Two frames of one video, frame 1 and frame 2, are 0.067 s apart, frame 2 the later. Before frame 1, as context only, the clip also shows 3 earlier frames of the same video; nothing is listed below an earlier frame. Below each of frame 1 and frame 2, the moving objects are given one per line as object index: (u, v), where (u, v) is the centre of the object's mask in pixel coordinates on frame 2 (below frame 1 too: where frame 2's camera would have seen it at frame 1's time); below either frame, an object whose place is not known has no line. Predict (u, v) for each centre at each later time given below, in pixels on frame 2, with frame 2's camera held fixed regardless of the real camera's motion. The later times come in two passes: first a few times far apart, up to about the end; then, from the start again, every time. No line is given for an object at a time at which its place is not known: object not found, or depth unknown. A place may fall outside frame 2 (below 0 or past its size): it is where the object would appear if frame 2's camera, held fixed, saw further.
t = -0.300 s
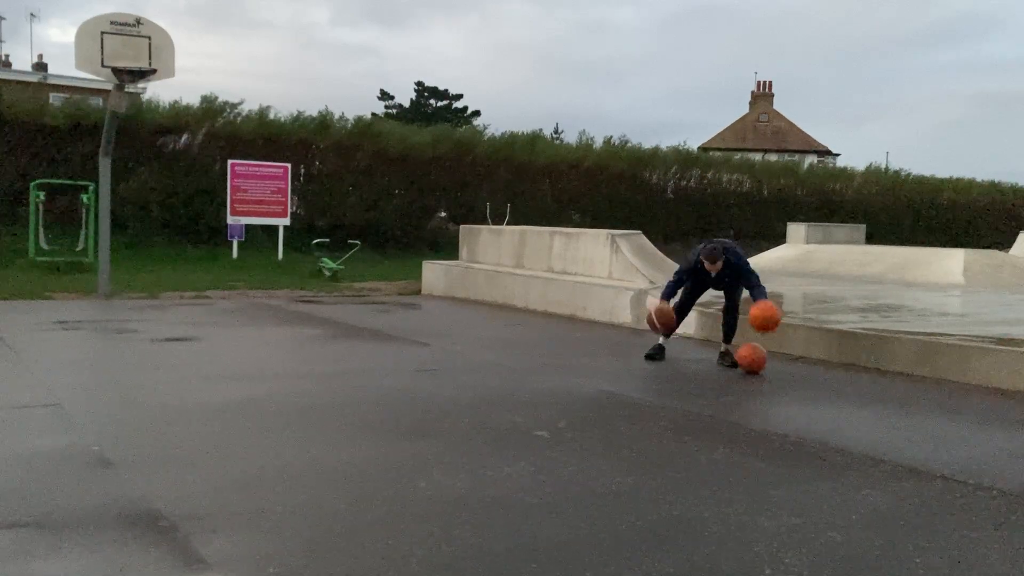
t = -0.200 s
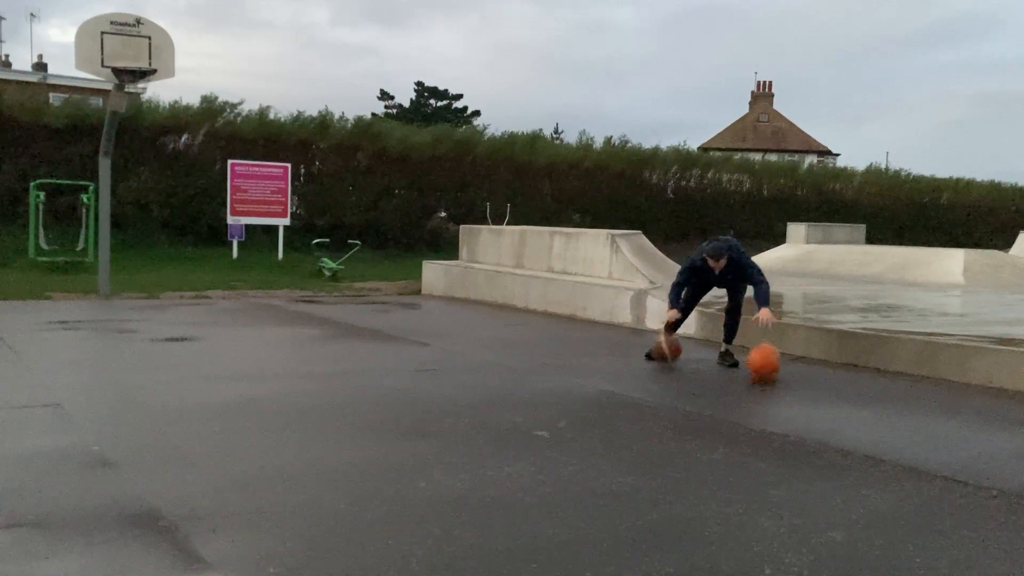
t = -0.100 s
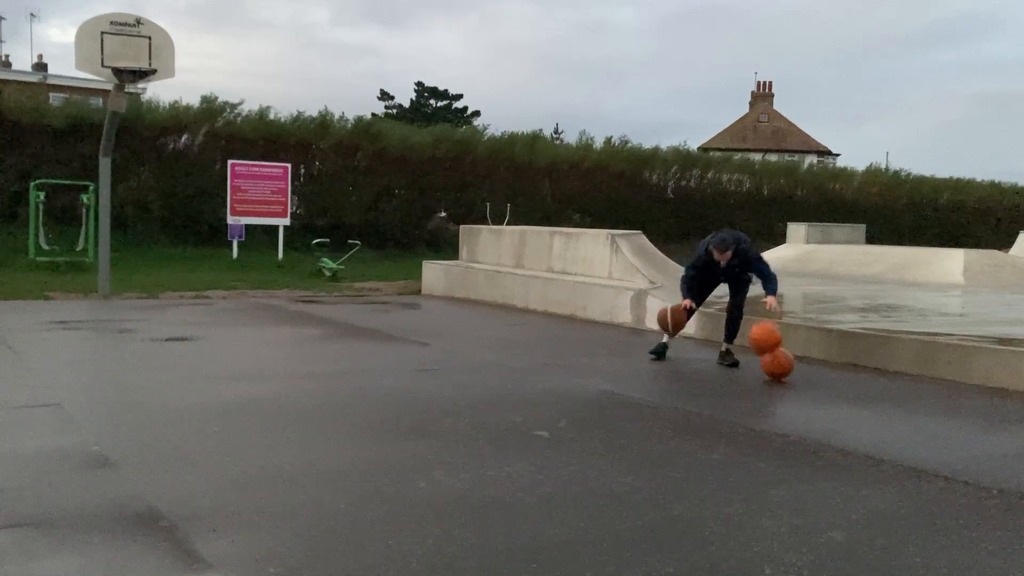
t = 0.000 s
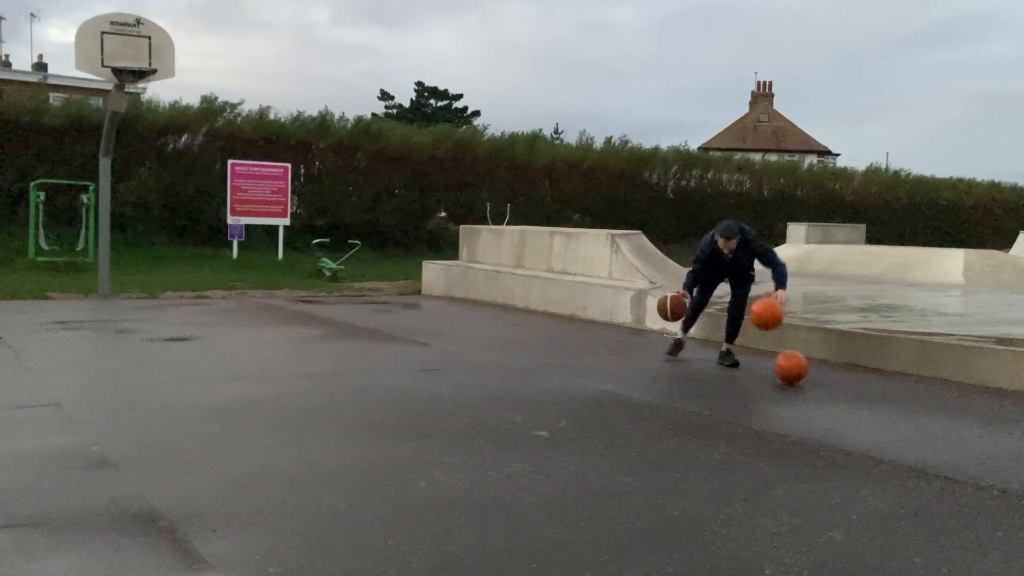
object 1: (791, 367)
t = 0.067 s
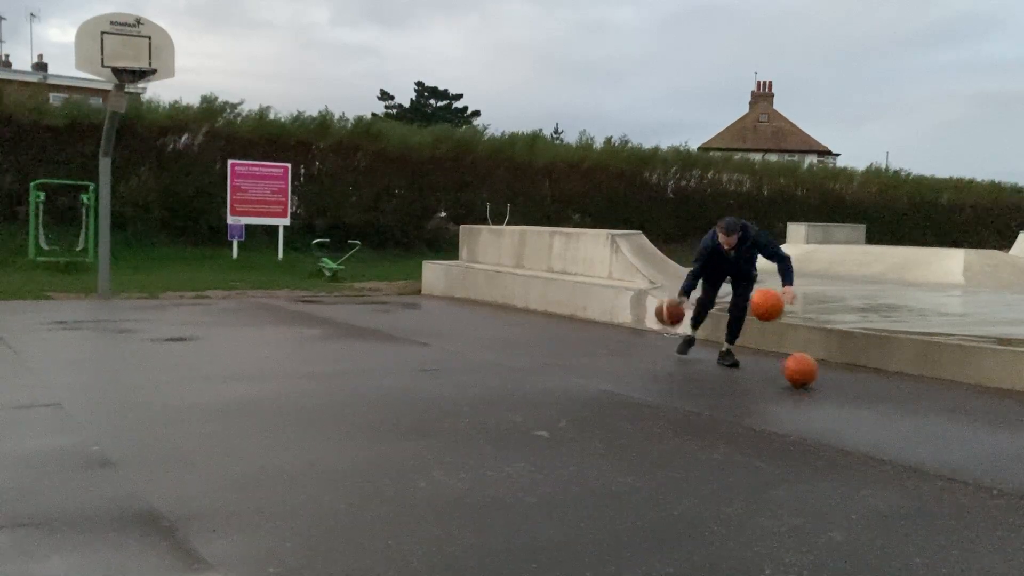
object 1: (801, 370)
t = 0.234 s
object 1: (824, 376)
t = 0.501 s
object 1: (864, 387)
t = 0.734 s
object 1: (903, 398)
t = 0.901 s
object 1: (933, 406)
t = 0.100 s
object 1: (804, 371)
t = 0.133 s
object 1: (810, 372)
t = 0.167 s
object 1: (814, 374)
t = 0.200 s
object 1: (819, 375)
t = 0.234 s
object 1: (824, 376)
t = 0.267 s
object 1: (829, 377)
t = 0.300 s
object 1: (834, 379)
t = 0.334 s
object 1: (838, 380)
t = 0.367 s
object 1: (844, 381)
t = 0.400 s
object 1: (849, 383)
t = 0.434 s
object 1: (854, 384)
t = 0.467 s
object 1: (859, 386)
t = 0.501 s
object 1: (864, 387)
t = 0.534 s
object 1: (870, 388)
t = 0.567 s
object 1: (875, 390)
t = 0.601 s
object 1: (880, 391)
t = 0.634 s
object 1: (887, 393)
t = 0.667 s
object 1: (892, 394)
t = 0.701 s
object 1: (897, 396)
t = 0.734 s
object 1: (903, 398)
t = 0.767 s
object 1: (909, 399)
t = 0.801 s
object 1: (915, 401)
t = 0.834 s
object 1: (921, 403)
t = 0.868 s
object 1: (927, 404)
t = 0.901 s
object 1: (933, 406)
